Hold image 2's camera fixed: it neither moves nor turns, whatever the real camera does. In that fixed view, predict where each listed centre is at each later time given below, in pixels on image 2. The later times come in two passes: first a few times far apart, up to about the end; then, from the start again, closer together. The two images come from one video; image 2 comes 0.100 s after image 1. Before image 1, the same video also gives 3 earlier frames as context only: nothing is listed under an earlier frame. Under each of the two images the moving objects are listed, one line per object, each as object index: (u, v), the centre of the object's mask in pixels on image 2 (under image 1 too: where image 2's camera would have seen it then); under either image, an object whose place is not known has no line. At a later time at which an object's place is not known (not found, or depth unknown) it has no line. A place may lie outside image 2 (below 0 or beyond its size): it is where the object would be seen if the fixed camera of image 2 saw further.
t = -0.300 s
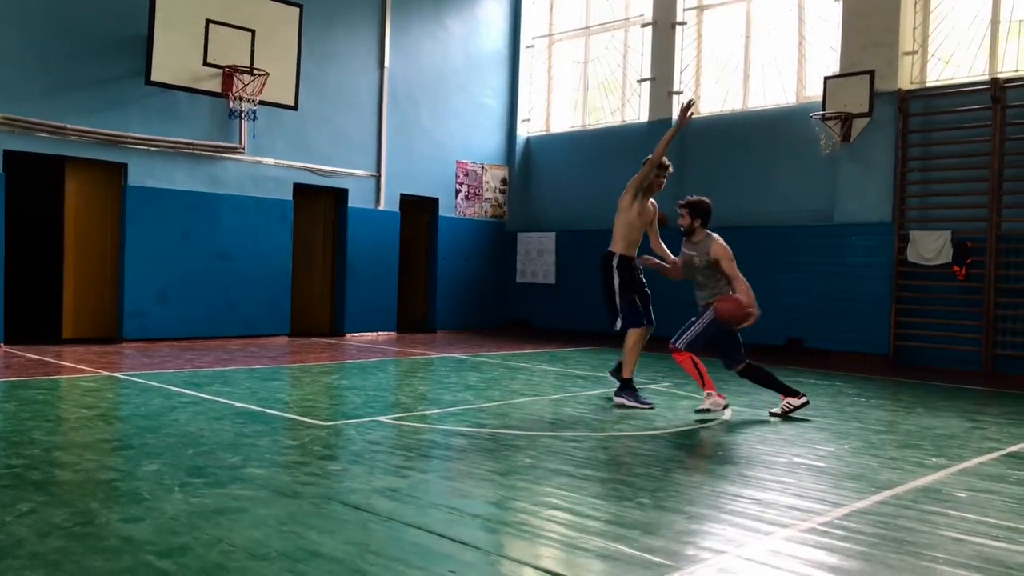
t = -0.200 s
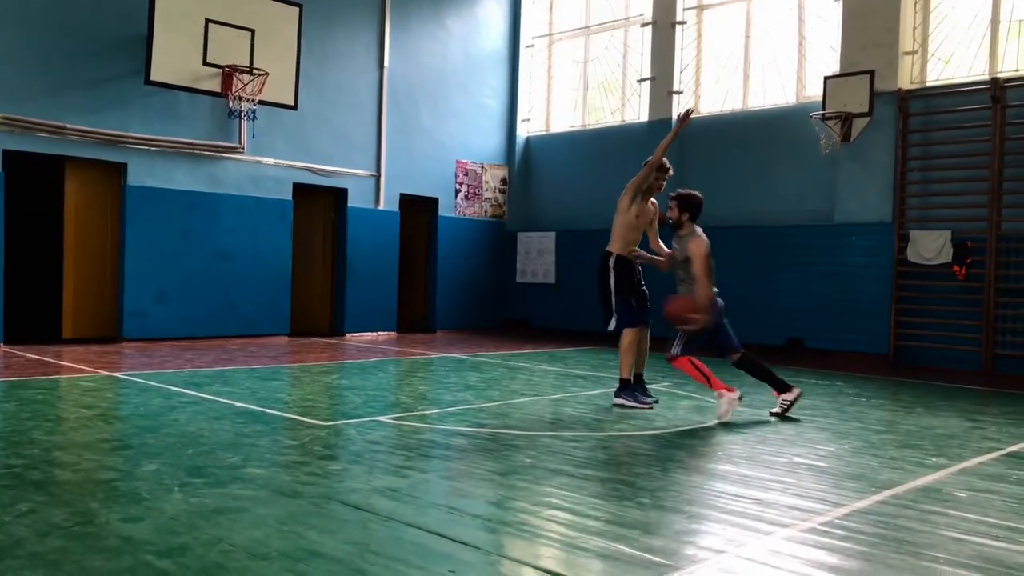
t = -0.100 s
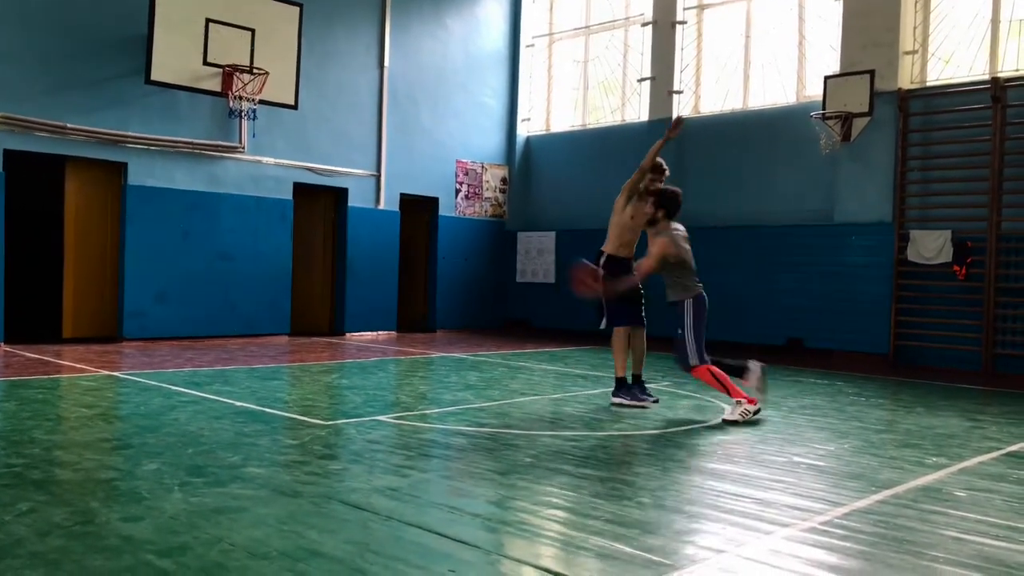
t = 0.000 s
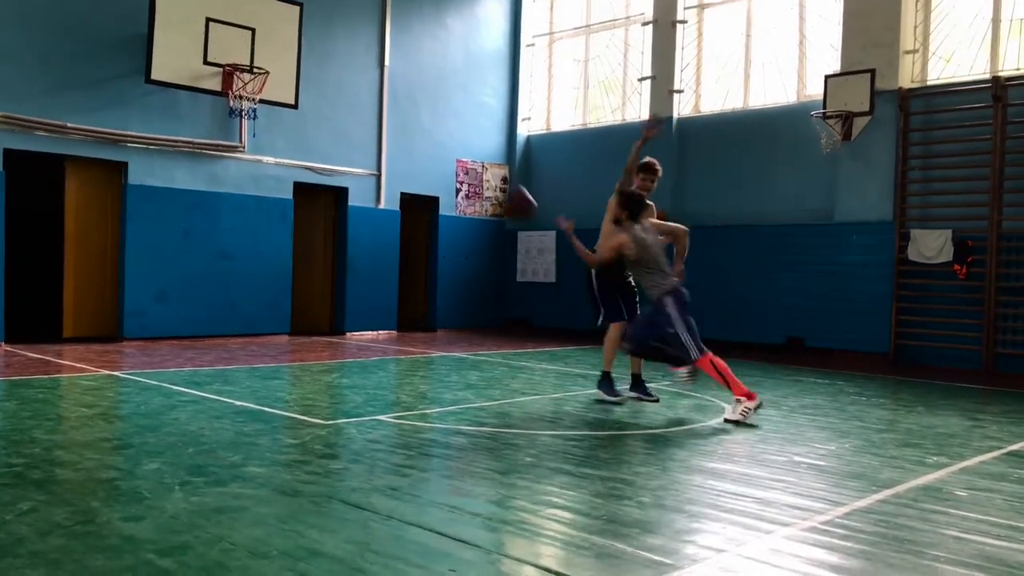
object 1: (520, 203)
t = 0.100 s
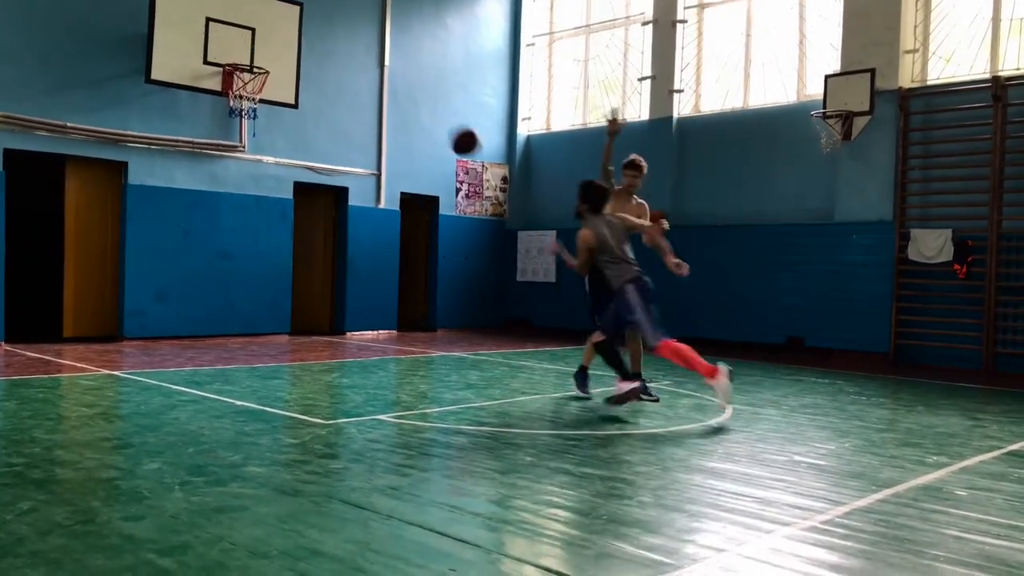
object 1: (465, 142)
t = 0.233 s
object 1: (403, 88)
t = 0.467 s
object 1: (316, 57)
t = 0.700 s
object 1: (311, 64)
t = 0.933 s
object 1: (432, 87)
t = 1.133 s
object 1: (540, 149)
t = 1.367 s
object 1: (664, 270)
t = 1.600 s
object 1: (764, 311)
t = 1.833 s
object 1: (831, 221)
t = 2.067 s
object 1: (896, 186)
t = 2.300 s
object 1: (962, 206)
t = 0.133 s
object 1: (448, 125)
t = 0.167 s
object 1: (433, 111)
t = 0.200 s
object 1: (418, 98)
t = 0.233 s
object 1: (403, 88)
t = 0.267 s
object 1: (390, 79)
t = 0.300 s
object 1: (376, 72)
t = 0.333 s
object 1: (364, 66)
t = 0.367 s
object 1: (350, 62)
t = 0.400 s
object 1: (339, 59)
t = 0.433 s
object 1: (327, 57)
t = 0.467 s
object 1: (316, 57)
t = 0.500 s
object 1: (305, 57)
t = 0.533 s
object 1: (294, 59)
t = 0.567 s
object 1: (284, 62)
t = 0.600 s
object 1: (273, 66)
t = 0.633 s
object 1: (275, 66)
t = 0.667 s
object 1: (292, 65)
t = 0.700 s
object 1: (311, 64)
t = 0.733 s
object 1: (327, 64)
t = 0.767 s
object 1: (345, 65)
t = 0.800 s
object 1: (362, 68)
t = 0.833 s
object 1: (380, 71)
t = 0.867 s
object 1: (398, 75)
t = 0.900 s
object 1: (415, 81)
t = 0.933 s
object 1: (432, 87)
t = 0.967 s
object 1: (450, 95)
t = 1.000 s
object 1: (467, 104)
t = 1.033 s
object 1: (486, 113)
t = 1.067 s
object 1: (504, 125)
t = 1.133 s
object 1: (540, 149)
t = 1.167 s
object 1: (558, 164)
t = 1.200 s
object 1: (576, 178)
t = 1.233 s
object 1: (593, 194)
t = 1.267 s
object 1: (610, 211)
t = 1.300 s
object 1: (628, 228)
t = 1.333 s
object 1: (647, 249)
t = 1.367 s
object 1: (664, 270)
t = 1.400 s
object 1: (682, 292)
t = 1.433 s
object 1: (699, 313)
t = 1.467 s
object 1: (717, 336)
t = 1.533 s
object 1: (744, 345)
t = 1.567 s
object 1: (754, 328)
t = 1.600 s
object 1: (764, 311)
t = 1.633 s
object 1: (773, 295)
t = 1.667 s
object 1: (783, 279)
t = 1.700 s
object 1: (793, 265)
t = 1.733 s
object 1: (802, 252)
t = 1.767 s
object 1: (810, 241)
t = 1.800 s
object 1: (821, 231)
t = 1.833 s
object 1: (831, 221)
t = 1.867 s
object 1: (840, 213)
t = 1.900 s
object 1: (849, 206)
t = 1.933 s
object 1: (858, 200)
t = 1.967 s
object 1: (867, 195)
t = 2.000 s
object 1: (877, 191)
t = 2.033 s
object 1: (886, 188)
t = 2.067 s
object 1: (896, 186)
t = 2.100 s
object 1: (906, 185)
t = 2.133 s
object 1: (914, 185)
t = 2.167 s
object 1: (925, 187)
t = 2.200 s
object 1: (935, 190)
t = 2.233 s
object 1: (945, 194)
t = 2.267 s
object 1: (953, 199)
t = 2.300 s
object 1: (962, 206)
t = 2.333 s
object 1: (972, 214)
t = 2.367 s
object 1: (979, 221)
